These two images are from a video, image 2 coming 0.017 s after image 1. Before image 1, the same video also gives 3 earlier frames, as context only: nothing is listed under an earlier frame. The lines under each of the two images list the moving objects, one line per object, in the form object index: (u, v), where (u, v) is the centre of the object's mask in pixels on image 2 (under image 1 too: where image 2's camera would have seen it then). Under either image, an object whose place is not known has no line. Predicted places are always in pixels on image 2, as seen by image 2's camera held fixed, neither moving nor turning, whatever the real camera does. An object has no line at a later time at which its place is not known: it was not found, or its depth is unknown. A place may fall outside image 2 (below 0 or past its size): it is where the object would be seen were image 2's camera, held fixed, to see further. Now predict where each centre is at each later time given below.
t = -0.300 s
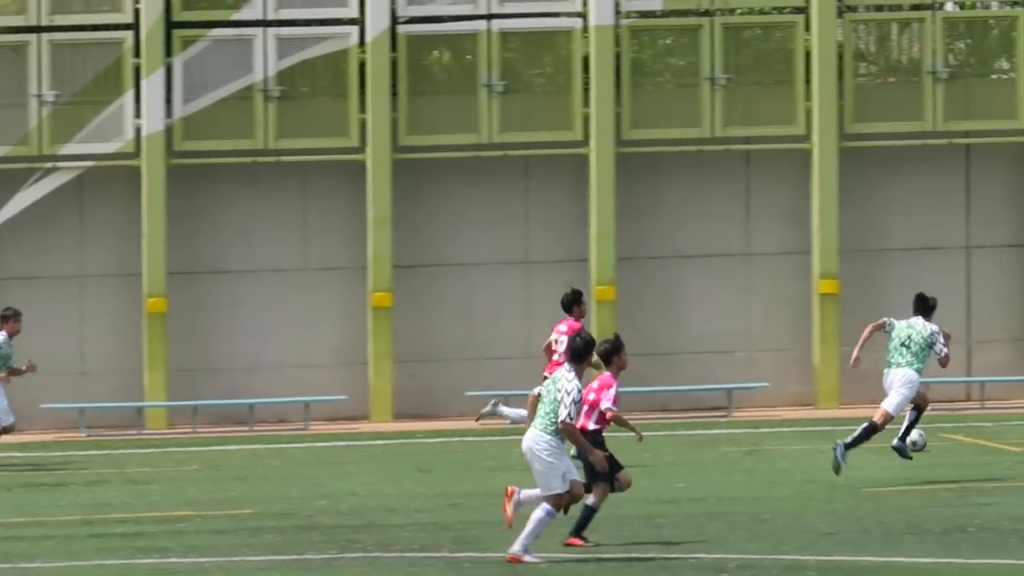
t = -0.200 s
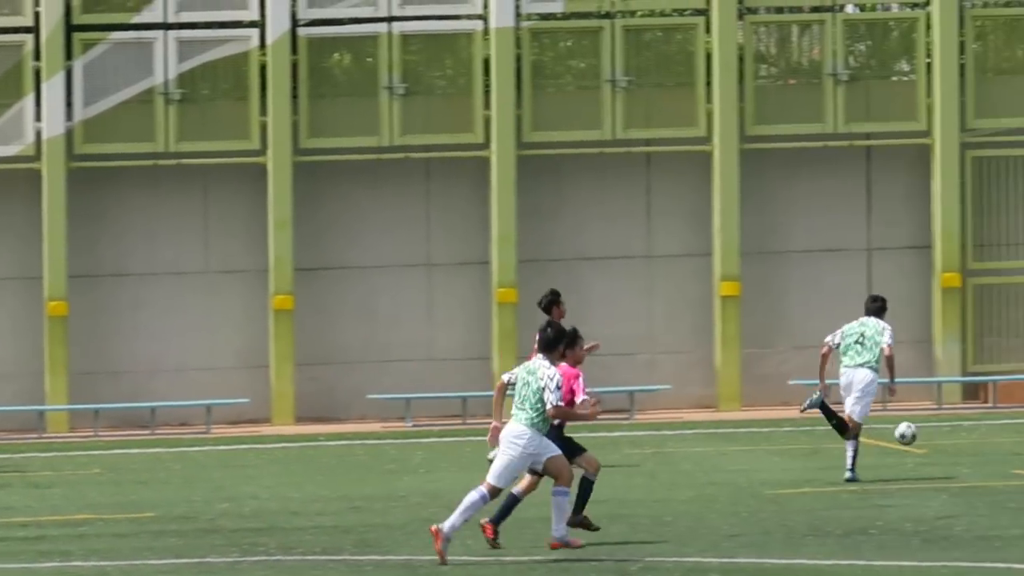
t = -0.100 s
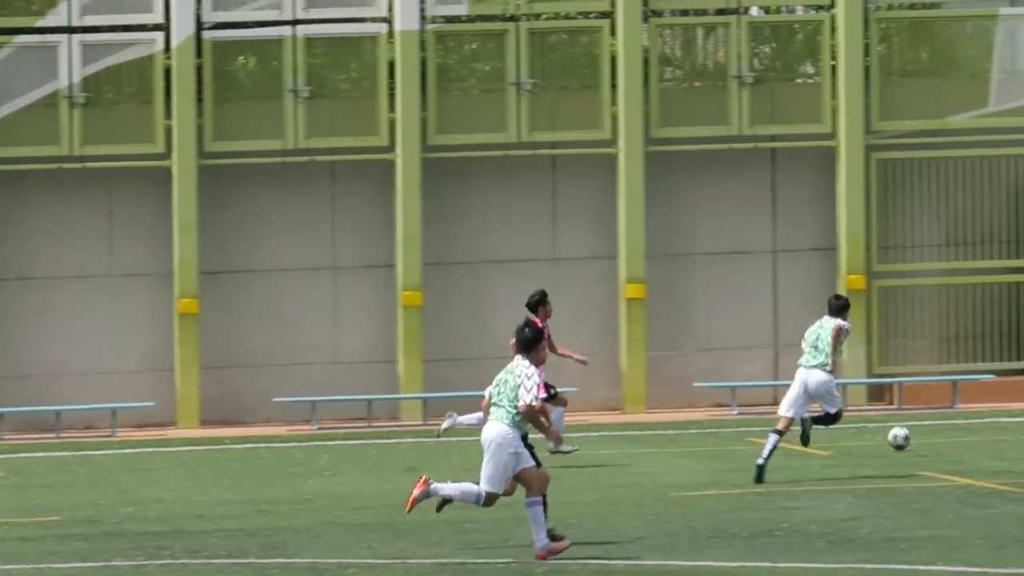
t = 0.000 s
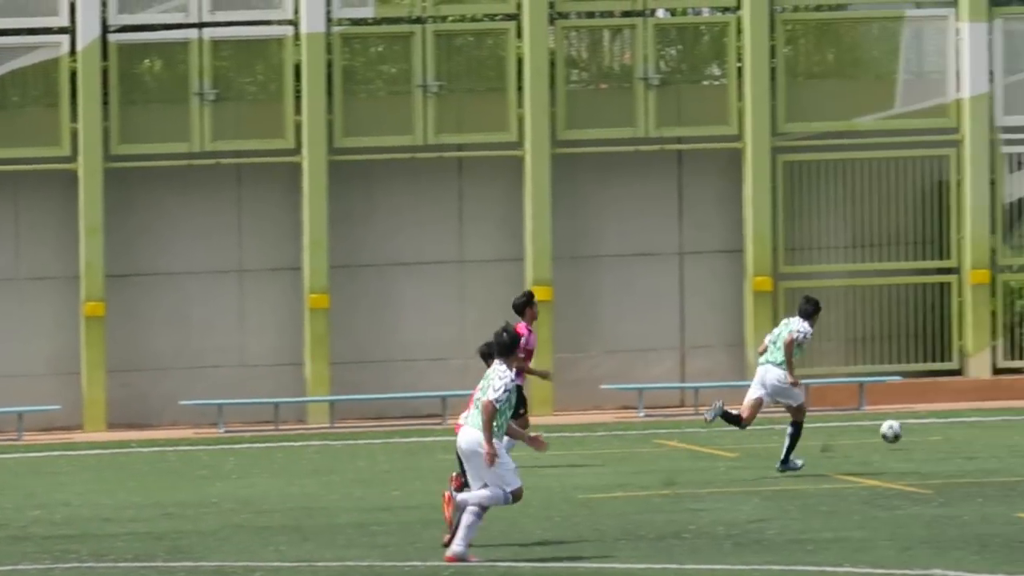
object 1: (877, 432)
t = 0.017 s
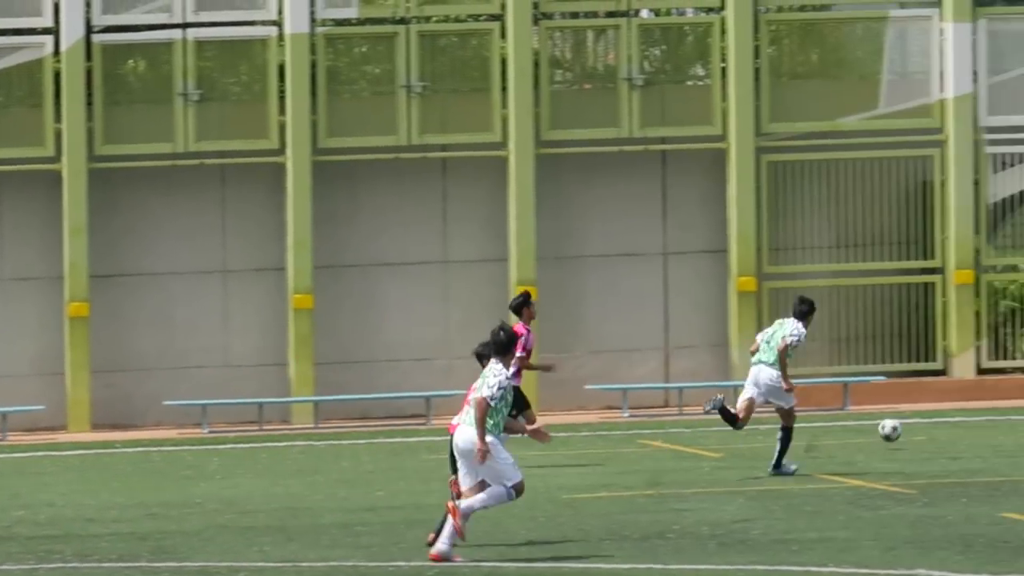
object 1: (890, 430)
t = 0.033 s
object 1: (902, 428)
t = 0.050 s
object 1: (914, 427)
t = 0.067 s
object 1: (927, 426)
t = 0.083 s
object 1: (939, 425)
